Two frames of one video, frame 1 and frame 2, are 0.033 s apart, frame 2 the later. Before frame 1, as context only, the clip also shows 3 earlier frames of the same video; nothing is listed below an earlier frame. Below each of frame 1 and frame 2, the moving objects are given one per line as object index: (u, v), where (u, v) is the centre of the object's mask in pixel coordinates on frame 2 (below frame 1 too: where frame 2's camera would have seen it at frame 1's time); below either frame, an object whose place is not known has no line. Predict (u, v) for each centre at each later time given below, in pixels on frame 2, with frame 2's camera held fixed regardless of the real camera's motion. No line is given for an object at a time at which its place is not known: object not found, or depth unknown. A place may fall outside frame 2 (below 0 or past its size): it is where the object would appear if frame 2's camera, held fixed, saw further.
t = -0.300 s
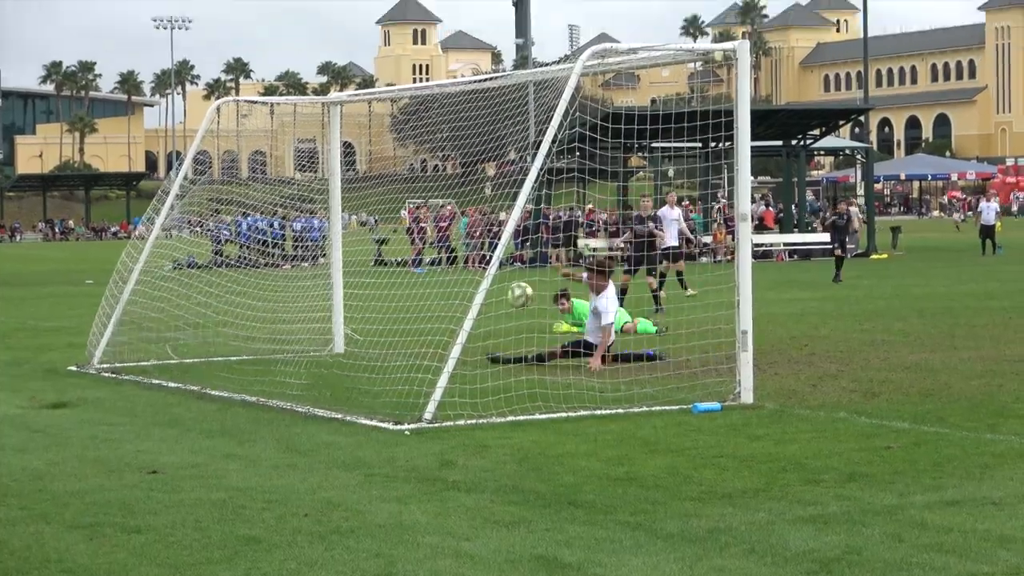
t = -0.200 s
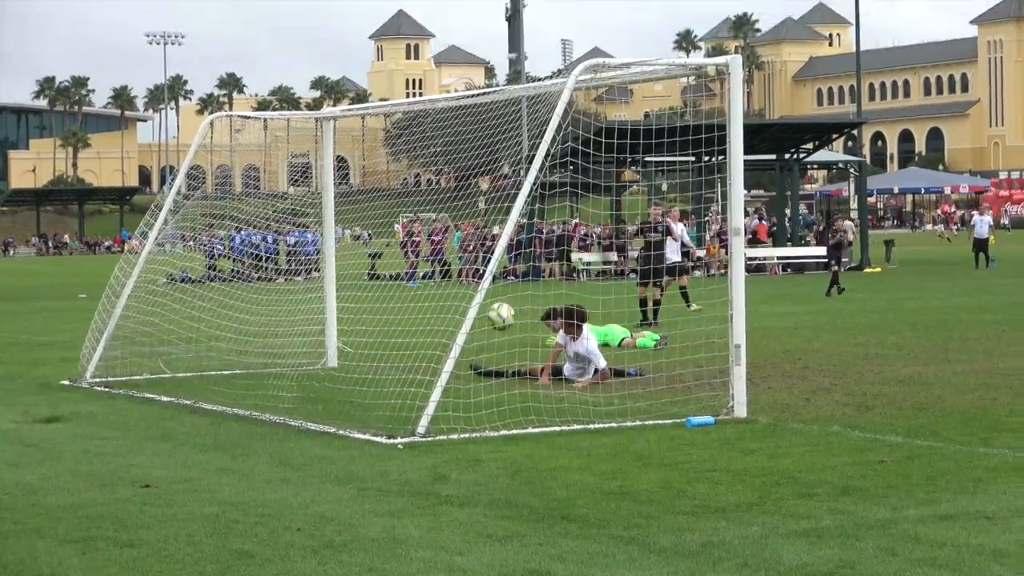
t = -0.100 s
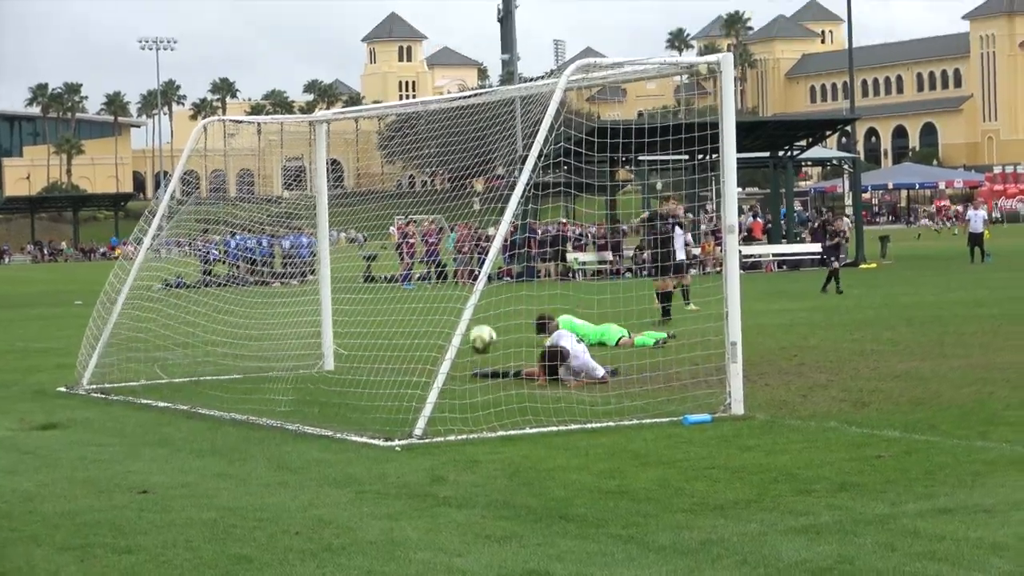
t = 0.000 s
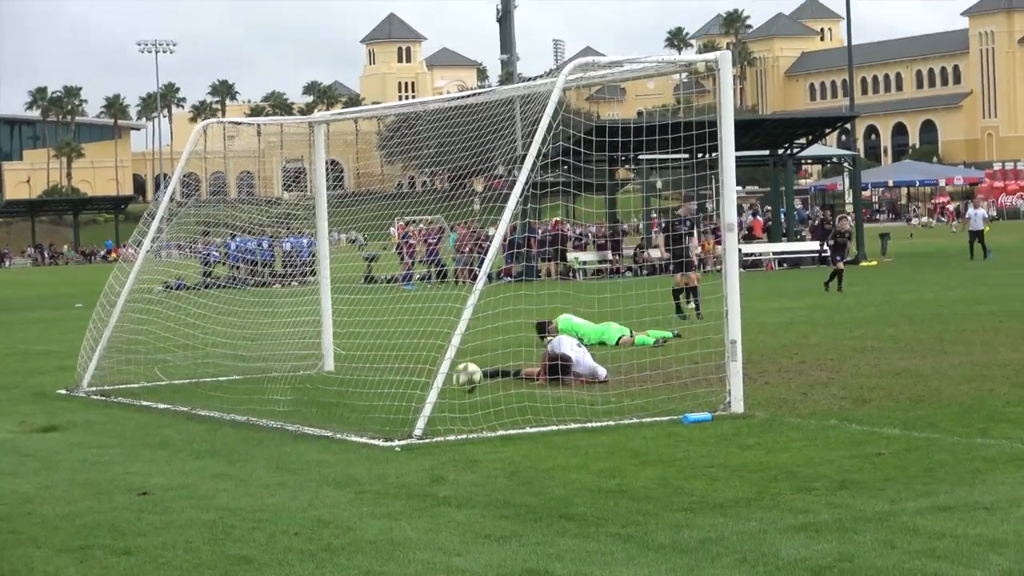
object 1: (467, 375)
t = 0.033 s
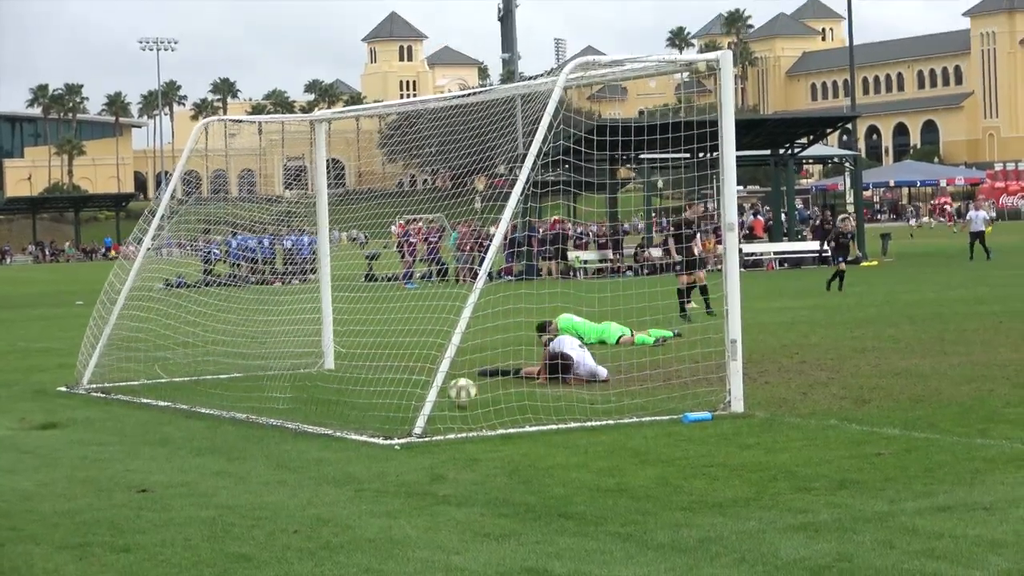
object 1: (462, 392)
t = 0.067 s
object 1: (455, 410)
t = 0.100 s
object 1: (450, 412)
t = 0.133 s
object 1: (445, 409)
